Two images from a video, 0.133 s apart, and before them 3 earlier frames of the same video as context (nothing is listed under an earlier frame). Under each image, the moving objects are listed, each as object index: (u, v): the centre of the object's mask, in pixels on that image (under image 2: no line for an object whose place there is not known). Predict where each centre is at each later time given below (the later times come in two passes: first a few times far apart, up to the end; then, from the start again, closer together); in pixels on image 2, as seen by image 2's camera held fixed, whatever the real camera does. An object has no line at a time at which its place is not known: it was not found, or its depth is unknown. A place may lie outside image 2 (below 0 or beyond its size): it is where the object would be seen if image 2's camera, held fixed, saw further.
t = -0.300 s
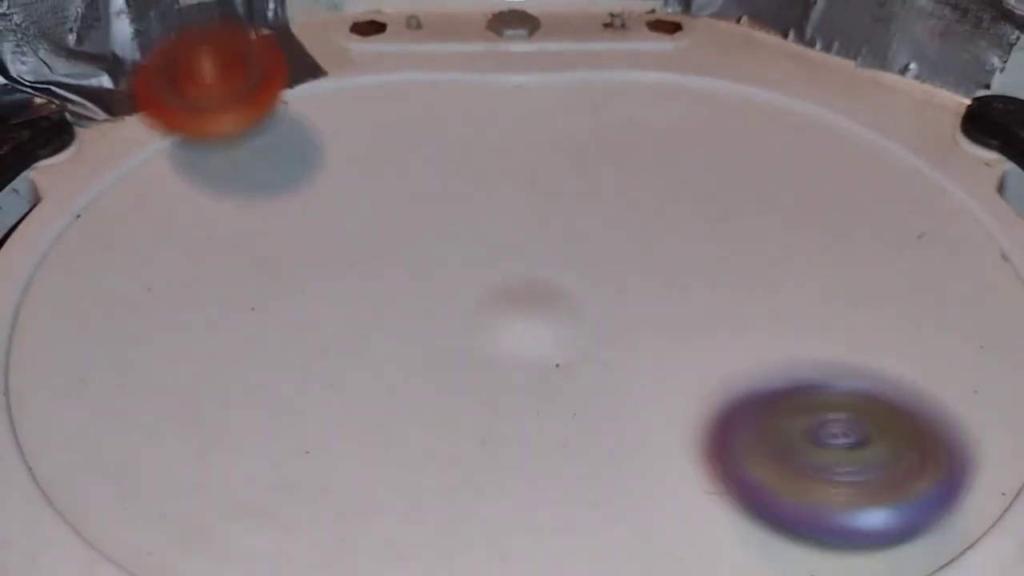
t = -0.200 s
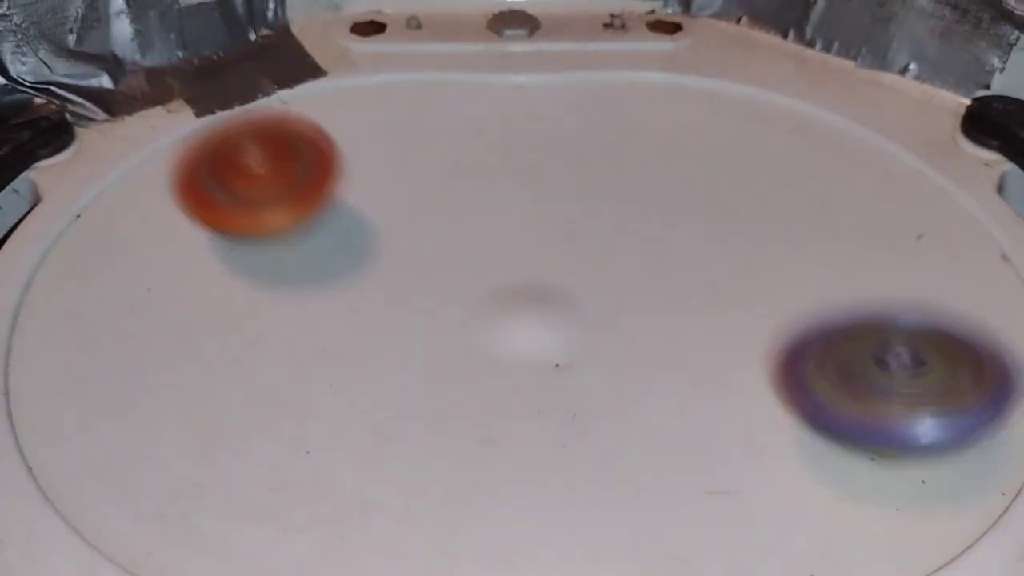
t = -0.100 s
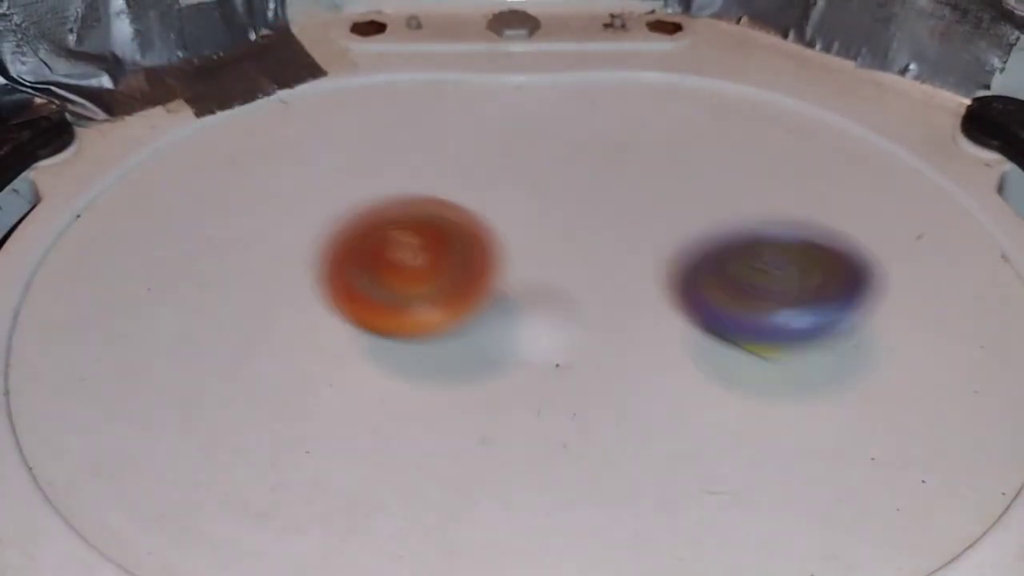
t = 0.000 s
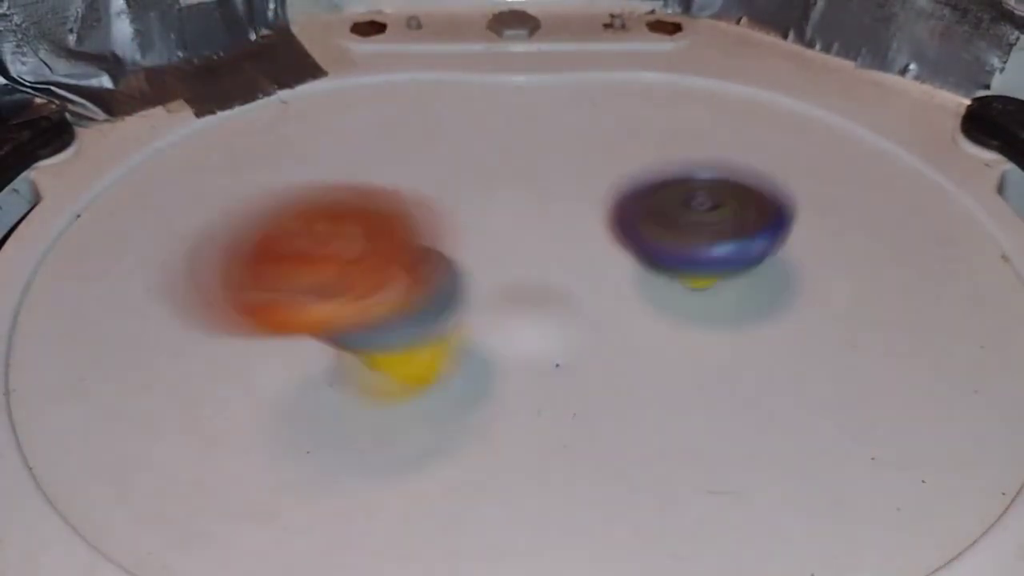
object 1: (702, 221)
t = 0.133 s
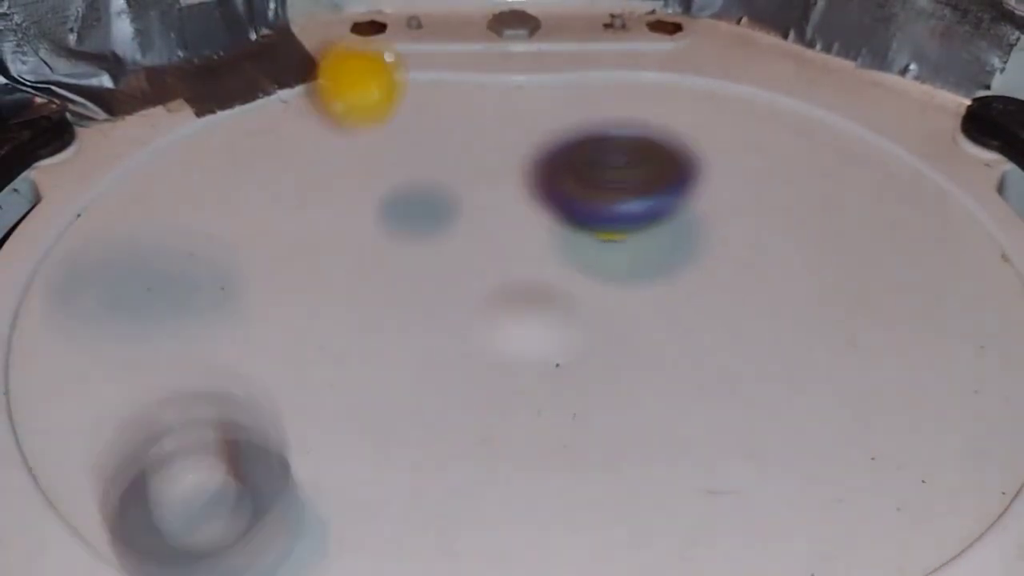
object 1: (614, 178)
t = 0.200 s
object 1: (492, 188)
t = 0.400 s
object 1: (187, 379)
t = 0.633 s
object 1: (743, 466)
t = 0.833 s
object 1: (876, 230)
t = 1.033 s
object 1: (545, 149)
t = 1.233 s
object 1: (205, 288)
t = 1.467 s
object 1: (461, 506)
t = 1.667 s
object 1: (867, 345)
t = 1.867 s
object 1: (664, 135)
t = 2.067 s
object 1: (284, 94)
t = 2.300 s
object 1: (55, 280)
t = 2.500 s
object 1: (382, 481)
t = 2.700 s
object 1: (805, 291)
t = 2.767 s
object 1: (807, 205)
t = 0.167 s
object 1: (558, 180)
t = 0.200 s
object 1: (492, 188)
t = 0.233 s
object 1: (424, 198)
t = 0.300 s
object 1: (303, 241)
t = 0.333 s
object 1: (250, 278)
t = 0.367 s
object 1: (208, 325)
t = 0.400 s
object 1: (187, 379)
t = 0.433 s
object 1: (193, 441)
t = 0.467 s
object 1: (238, 493)
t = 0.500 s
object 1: (322, 511)
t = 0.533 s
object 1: (434, 509)
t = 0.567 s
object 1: (538, 499)
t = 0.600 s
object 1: (644, 486)
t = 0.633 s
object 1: (743, 466)
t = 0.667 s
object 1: (821, 431)
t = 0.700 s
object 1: (874, 394)
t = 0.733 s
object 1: (910, 355)
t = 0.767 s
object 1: (919, 311)
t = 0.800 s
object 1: (907, 271)
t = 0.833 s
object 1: (876, 230)
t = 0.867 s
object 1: (833, 195)
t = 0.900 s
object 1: (780, 164)
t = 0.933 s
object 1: (717, 140)
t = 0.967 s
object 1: (653, 125)
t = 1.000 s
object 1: (603, 137)
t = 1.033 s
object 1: (545, 149)
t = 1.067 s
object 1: (480, 164)
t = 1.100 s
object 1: (413, 180)
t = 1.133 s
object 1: (352, 197)
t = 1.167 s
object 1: (295, 221)
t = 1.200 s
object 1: (246, 248)
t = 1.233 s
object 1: (205, 288)
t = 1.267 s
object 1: (177, 330)
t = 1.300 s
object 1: (166, 379)
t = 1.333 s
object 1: (177, 433)
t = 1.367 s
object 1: (217, 479)
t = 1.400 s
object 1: (282, 502)
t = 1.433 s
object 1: (367, 509)
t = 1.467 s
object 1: (461, 506)
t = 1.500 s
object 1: (561, 499)
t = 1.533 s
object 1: (657, 487)
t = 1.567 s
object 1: (744, 465)
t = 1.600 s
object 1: (811, 432)
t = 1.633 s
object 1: (851, 389)
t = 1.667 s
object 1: (867, 345)
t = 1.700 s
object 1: (861, 298)
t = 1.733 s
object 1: (838, 259)
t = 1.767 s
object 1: (806, 220)
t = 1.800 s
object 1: (764, 188)
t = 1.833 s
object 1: (716, 159)
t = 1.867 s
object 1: (664, 135)
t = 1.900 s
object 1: (607, 117)
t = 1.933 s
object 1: (546, 102)
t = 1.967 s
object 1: (484, 96)
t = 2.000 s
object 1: (419, 94)
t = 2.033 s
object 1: (350, 93)
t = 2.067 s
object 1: (284, 94)
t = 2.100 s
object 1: (228, 103)
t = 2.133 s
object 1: (173, 120)
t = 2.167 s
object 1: (123, 142)
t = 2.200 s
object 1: (81, 170)
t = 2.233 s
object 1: (65, 201)
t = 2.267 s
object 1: (56, 235)
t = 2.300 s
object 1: (55, 280)
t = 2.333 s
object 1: (60, 329)
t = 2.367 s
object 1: (77, 381)
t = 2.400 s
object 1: (110, 429)
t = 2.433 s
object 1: (182, 461)
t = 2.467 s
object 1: (279, 480)
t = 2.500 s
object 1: (382, 481)
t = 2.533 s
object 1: (481, 464)
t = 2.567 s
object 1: (572, 438)
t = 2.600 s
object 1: (660, 412)
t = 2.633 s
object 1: (731, 377)
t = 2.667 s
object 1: (777, 336)
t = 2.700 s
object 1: (805, 291)
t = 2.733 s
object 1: (813, 245)
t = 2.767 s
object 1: (807, 205)
